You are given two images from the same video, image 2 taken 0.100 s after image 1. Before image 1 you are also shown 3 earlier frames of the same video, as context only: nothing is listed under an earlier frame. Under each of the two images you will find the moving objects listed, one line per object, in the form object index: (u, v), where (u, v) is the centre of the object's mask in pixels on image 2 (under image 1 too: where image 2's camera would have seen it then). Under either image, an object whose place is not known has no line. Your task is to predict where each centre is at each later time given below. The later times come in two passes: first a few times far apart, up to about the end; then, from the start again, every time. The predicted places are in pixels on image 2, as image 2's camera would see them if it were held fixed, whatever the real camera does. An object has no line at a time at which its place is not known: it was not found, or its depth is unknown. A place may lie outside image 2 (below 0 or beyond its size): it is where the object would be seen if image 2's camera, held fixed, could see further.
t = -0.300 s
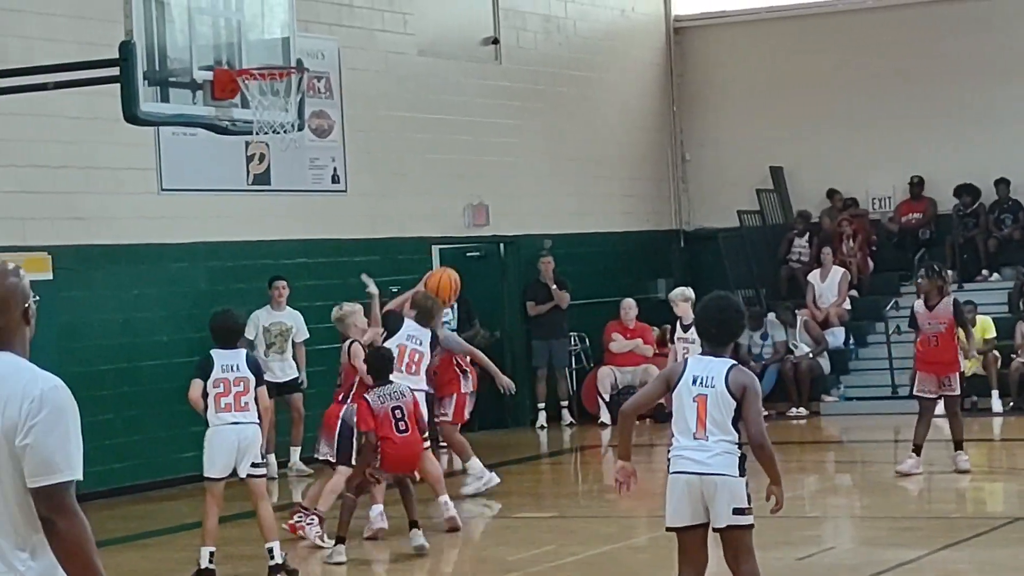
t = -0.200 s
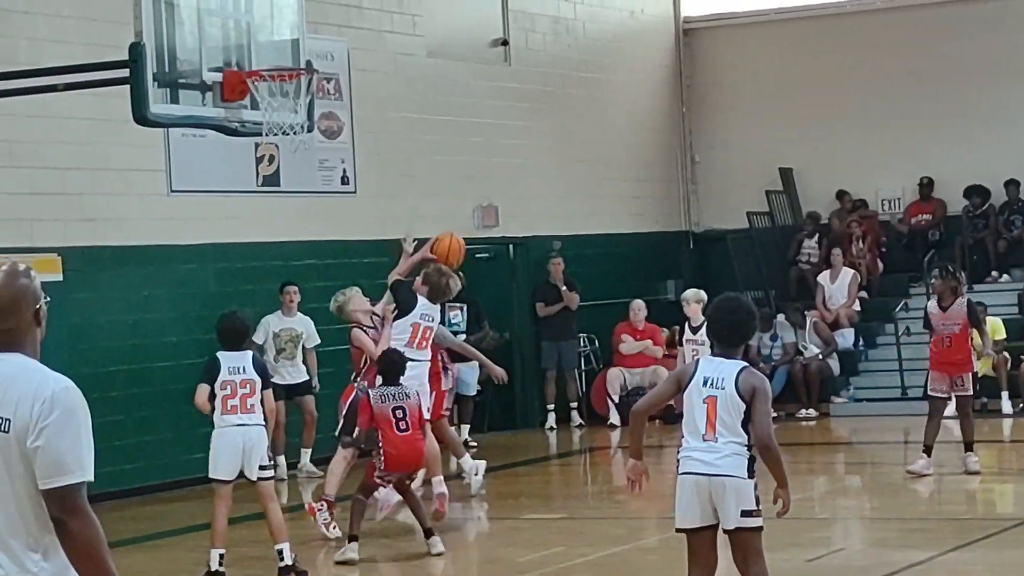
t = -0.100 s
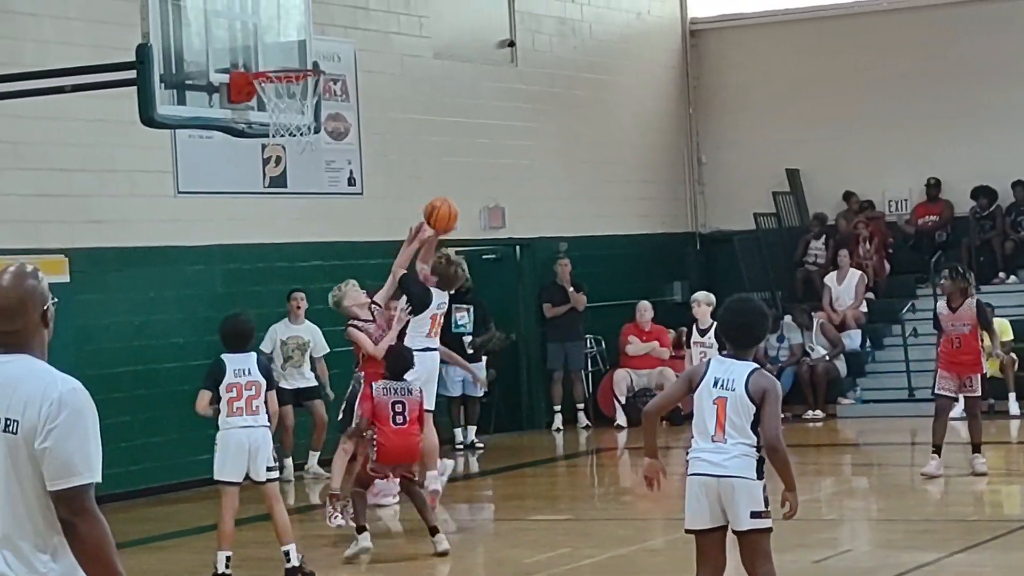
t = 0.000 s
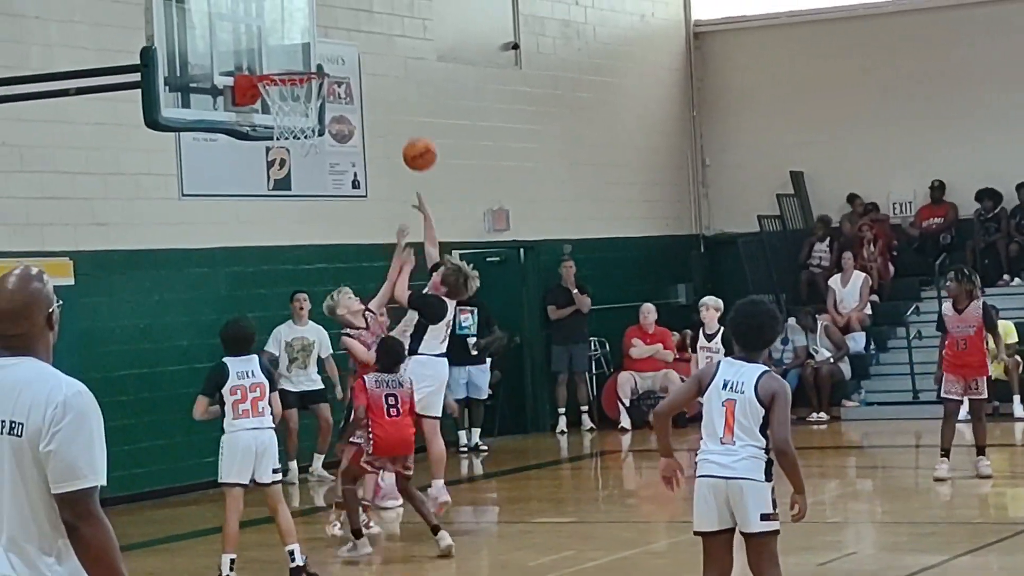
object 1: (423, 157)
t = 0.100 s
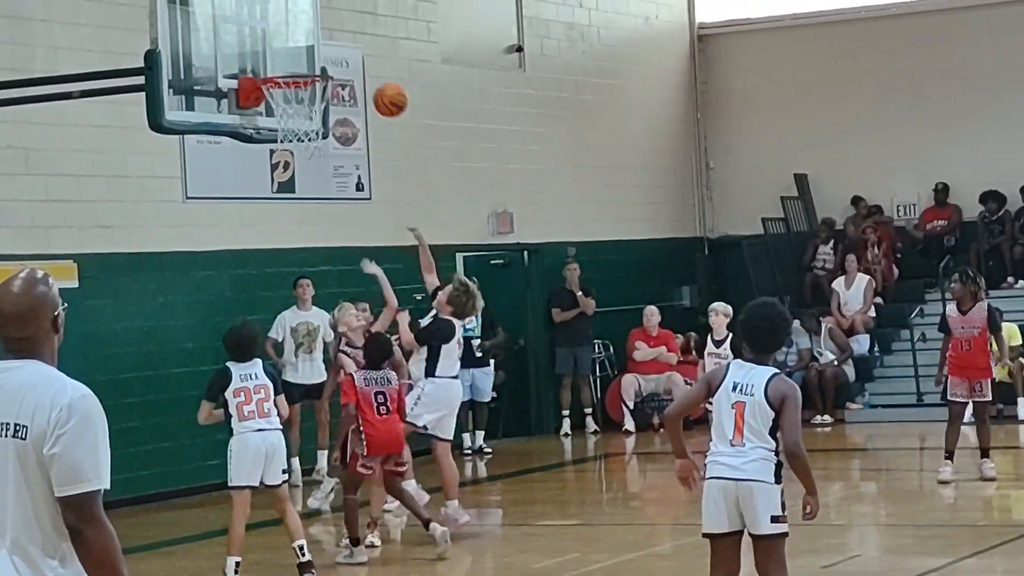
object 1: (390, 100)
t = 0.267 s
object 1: (336, 36)
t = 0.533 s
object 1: (260, 19)
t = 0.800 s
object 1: (291, 105)
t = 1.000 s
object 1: (317, 157)
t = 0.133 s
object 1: (379, 84)
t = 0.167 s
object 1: (368, 70)
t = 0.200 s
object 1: (357, 57)
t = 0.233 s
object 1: (346, 46)
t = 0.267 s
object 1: (336, 36)
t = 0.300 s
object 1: (325, 28)
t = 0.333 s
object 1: (315, 22)
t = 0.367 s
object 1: (304, 17)
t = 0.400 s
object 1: (293, 14)
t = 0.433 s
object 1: (283, 13)
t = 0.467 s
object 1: (272, 13)
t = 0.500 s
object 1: (262, 15)
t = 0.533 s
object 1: (260, 19)
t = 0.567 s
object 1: (263, 24)
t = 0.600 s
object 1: (267, 31)
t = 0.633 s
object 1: (270, 40)
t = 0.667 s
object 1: (274, 50)
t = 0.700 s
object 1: (278, 62)
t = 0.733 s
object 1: (282, 77)
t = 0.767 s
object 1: (287, 93)
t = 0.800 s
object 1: (291, 105)
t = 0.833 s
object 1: (295, 115)
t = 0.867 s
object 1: (299, 123)
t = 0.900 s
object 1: (304, 128)
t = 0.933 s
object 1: (309, 136)
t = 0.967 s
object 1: (313, 147)
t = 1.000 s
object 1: (317, 157)
